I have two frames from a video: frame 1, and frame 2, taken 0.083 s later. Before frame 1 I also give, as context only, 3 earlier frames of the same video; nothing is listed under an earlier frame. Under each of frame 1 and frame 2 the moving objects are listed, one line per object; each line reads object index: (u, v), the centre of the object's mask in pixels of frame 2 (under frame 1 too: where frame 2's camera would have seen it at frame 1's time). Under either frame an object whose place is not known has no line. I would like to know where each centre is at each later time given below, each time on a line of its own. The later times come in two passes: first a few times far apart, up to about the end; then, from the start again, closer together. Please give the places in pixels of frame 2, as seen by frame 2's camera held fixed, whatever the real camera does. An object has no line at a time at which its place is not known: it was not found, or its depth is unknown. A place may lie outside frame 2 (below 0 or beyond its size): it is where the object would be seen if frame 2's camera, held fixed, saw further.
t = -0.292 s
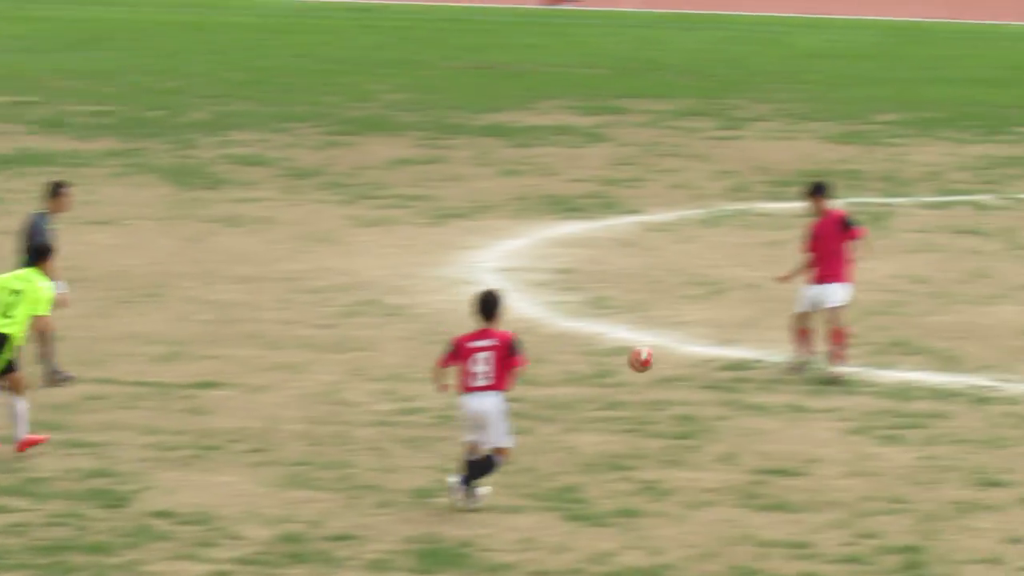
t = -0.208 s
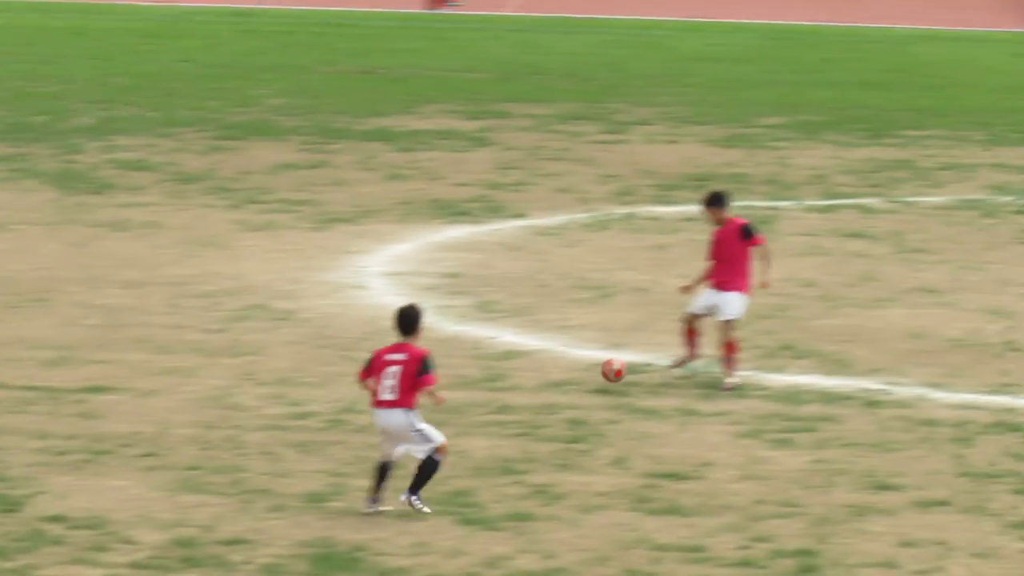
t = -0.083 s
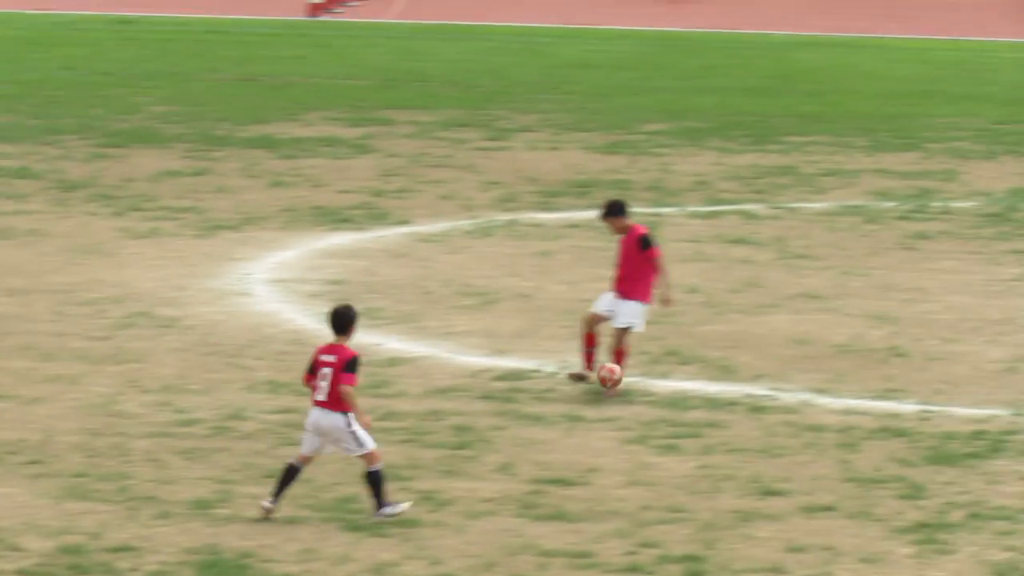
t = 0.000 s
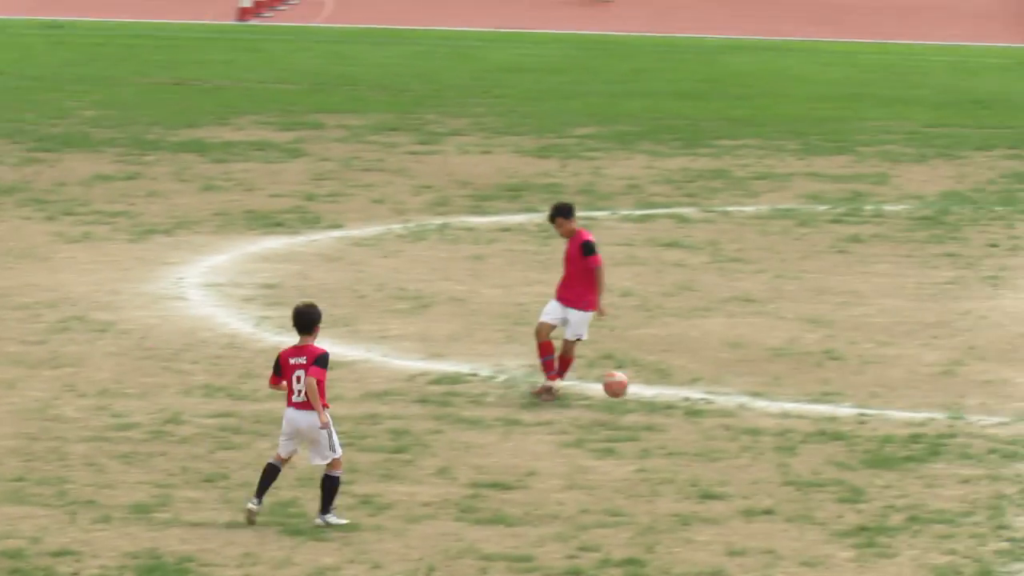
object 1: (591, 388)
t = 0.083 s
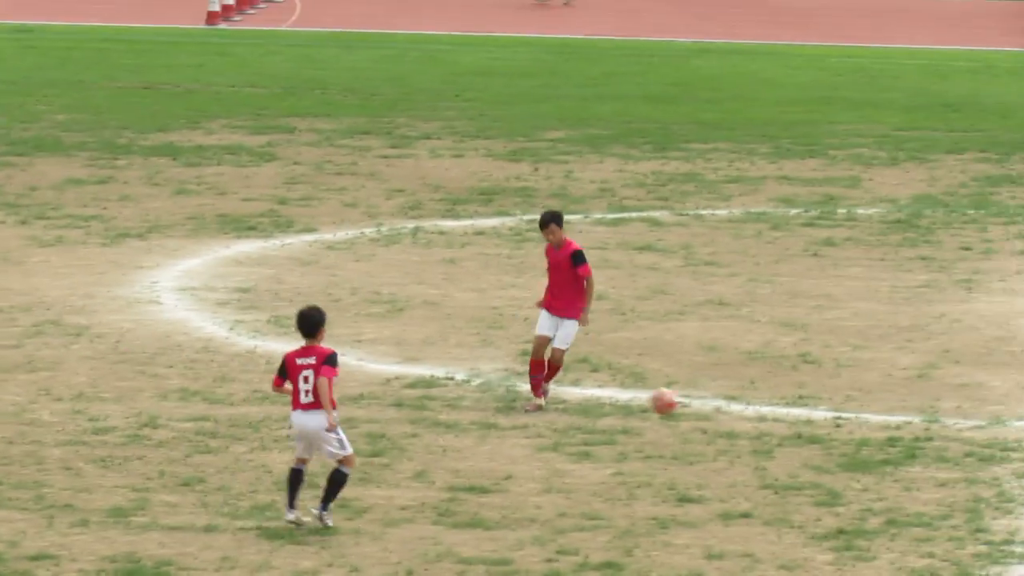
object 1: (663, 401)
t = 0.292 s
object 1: (857, 473)
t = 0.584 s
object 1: (1105, 491)
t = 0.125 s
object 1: (701, 411)
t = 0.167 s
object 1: (738, 424)
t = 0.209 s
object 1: (777, 437)
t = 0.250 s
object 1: (816, 454)
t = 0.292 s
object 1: (857, 473)
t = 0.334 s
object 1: (891, 468)
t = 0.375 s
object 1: (924, 466)
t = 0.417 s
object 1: (959, 465)
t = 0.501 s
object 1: (1030, 472)
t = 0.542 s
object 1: (1066, 480)
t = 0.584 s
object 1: (1105, 491)
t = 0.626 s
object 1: (1147, 505)
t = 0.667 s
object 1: (1186, 521)
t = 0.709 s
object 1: (1226, 540)
